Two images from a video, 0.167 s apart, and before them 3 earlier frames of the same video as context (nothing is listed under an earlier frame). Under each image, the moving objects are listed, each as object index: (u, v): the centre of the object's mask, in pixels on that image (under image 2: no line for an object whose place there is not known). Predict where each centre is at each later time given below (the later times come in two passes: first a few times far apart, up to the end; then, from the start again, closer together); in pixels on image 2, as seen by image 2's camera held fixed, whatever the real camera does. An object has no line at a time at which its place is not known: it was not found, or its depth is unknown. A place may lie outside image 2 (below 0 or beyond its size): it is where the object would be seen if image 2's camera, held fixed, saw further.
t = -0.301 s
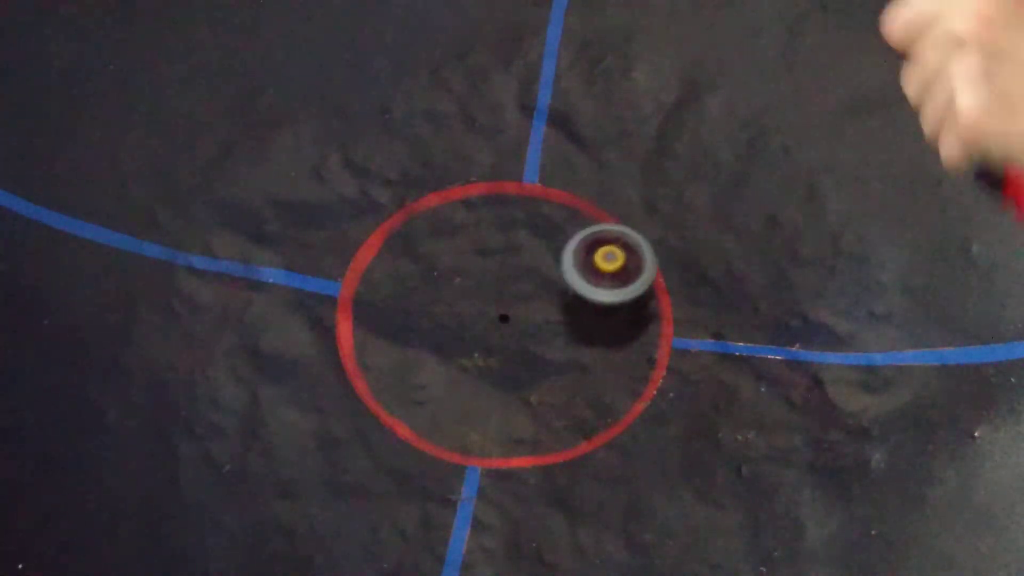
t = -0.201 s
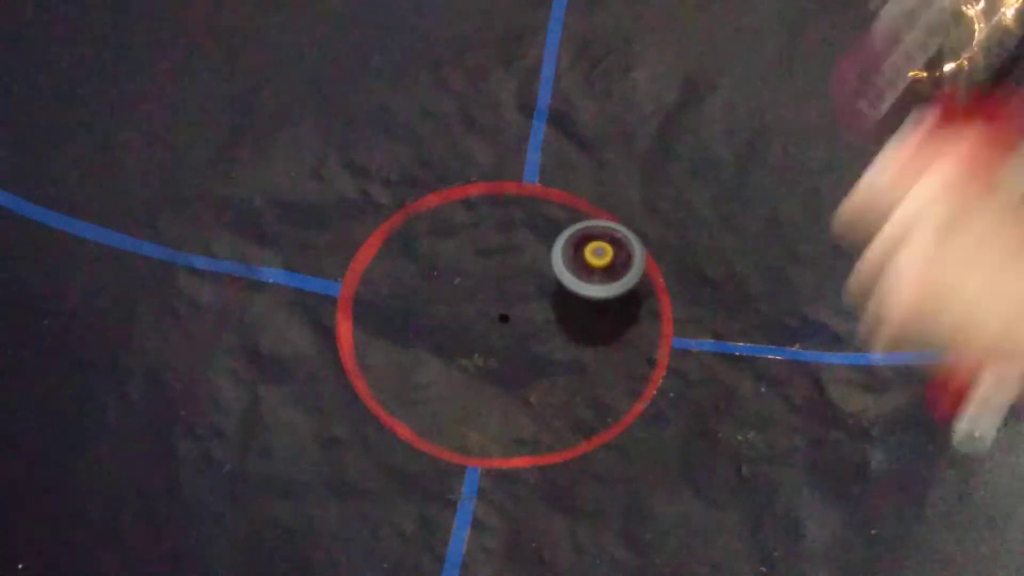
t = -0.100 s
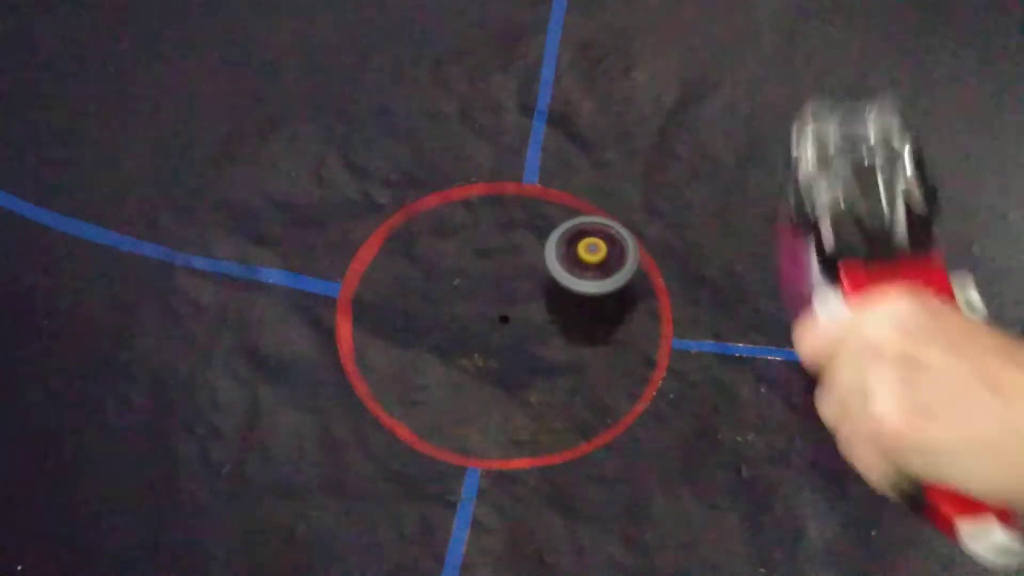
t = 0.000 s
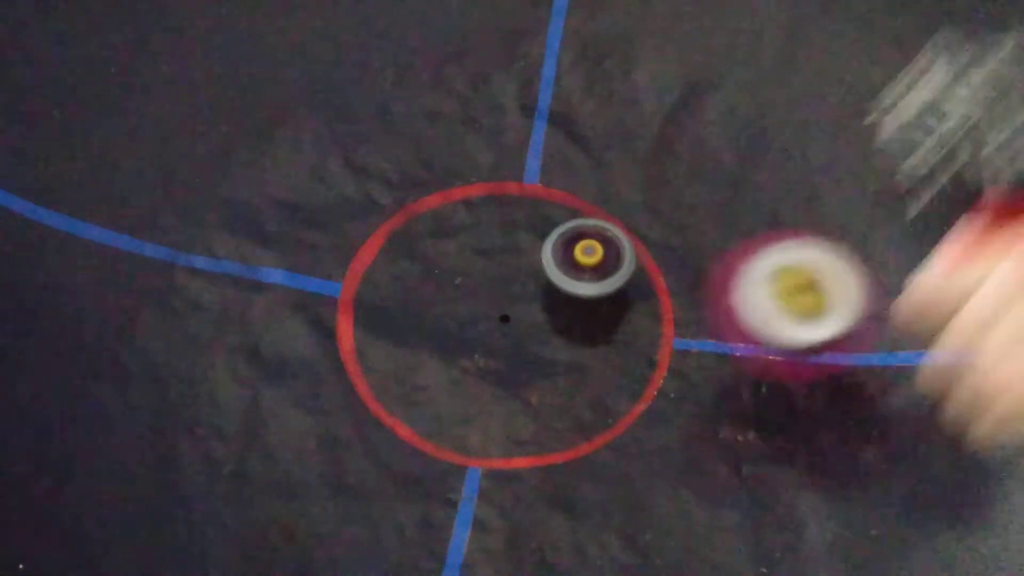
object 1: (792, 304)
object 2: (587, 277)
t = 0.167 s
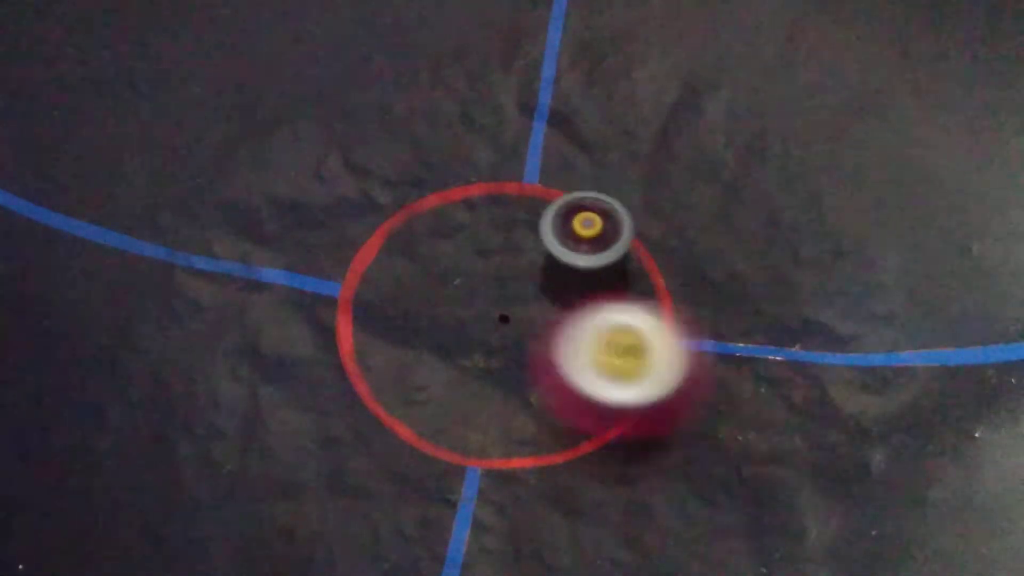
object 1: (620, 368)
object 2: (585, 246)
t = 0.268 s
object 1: (516, 357)
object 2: (570, 247)
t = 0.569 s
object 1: (397, 254)
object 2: (554, 261)
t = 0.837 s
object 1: (356, 270)
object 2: (519, 261)
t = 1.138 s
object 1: (360, 266)
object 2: (514, 297)
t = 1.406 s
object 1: (391, 275)
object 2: (528, 307)
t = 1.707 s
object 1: (333, 271)
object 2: (542, 313)
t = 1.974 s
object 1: (408, 277)
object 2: (529, 324)
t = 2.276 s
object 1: (427, 270)
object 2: (547, 322)
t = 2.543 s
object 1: (446, 262)
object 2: (555, 325)
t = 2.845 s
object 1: (465, 249)
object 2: (552, 343)
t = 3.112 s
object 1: (465, 243)
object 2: (555, 355)
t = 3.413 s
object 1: (464, 245)
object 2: (537, 345)
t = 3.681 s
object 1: (470, 259)
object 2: (540, 358)
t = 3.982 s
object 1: (480, 259)
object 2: (560, 351)
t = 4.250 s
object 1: (456, 235)
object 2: (531, 356)
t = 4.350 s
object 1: (446, 228)
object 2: (529, 360)
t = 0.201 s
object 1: (579, 362)
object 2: (580, 242)
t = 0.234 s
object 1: (552, 362)
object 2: (575, 242)
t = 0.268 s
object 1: (516, 357)
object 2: (570, 247)
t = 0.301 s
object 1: (487, 346)
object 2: (565, 250)
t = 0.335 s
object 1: (463, 334)
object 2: (560, 248)
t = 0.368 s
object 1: (444, 320)
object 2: (556, 249)
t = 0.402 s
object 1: (432, 307)
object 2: (555, 248)
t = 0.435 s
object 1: (424, 290)
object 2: (557, 247)
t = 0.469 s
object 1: (413, 275)
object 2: (556, 248)
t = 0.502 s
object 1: (405, 264)
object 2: (556, 253)
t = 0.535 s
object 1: (400, 257)
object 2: (557, 256)
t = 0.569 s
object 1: (397, 254)
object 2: (554, 261)
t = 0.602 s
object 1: (393, 254)
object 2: (550, 263)
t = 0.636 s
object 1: (389, 257)
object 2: (547, 262)
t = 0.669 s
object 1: (384, 261)
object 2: (544, 264)
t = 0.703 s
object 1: (378, 265)
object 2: (539, 263)
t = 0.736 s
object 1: (373, 267)
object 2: (533, 264)
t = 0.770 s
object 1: (368, 269)
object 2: (529, 264)
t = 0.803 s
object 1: (361, 270)
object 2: (524, 263)
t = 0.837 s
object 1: (356, 270)
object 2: (519, 261)
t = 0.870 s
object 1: (354, 272)
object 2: (510, 262)
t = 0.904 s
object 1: (355, 275)
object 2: (503, 266)
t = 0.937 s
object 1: (359, 279)
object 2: (494, 272)
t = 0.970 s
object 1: (364, 280)
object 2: (488, 281)
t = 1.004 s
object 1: (364, 277)
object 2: (493, 286)
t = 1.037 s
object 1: (363, 272)
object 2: (499, 288)
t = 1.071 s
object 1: (362, 268)
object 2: (503, 289)
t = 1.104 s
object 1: (361, 266)
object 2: (509, 291)
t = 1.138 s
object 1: (360, 266)
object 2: (514, 297)
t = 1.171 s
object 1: (362, 268)
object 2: (516, 300)
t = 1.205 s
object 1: (366, 273)
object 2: (514, 299)
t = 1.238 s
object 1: (370, 278)
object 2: (513, 299)
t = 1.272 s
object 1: (375, 282)
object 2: (512, 297)
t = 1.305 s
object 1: (381, 283)
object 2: (514, 298)
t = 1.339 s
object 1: (388, 284)
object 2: (515, 299)
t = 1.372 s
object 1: (392, 280)
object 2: (522, 304)
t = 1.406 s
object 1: (391, 275)
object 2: (528, 307)
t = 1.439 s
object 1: (387, 270)
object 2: (530, 312)
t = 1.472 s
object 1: (381, 267)
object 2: (531, 315)
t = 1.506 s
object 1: (372, 264)
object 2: (531, 318)
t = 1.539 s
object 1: (363, 260)
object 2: (532, 317)
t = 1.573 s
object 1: (355, 259)
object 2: (537, 315)
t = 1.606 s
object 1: (345, 261)
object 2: (541, 315)
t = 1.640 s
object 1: (335, 264)
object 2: (545, 315)
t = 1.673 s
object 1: (331, 267)
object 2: (547, 314)
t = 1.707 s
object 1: (333, 271)
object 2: (542, 313)
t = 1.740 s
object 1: (338, 276)
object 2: (537, 312)
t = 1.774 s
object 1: (347, 279)
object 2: (535, 311)
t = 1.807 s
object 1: (360, 282)
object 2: (532, 311)
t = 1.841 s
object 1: (374, 282)
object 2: (529, 312)
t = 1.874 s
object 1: (388, 279)
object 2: (526, 316)
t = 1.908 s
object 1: (398, 277)
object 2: (526, 320)
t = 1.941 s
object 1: (405, 277)
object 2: (528, 323)
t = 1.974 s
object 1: (408, 277)
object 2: (529, 324)
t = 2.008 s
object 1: (410, 277)
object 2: (532, 326)
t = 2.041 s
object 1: (412, 276)
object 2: (533, 326)
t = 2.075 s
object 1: (415, 276)
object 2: (535, 326)
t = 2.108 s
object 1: (417, 276)
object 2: (538, 325)
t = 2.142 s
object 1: (419, 276)
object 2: (543, 325)
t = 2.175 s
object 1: (422, 275)
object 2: (546, 324)
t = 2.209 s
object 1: (425, 275)
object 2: (545, 323)
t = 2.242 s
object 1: (426, 273)
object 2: (545, 321)
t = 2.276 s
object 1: (427, 270)
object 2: (547, 322)
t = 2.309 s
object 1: (430, 268)
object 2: (548, 321)
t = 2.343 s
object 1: (433, 267)
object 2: (550, 321)
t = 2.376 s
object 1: (435, 266)
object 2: (551, 322)
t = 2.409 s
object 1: (437, 266)
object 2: (551, 321)
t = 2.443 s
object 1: (438, 265)
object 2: (552, 321)
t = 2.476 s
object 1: (440, 265)
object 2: (552, 323)
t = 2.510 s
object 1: (444, 263)
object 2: (554, 326)
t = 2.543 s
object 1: (446, 262)
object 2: (555, 325)
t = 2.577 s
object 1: (448, 259)
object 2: (554, 327)
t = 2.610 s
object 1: (451, 257)
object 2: (557, 331)
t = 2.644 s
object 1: (453, 256)
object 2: (556, 333)
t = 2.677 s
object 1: (455, 254)
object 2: (556, 334)
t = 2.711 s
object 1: (457, 253)
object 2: (553, 334)
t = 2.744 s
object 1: (460, 252)
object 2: (552, 336)
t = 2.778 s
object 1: (462, 251)
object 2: (554, 340)
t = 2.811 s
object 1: (464, 250)
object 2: (553, 342)
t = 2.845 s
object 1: (465, 249)
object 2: (552, 343)
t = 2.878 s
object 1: (466, 247)
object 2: (554, 344)
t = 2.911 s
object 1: (466, 246)
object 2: (555, 347)
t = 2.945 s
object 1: (466, 245)
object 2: (550, 351)
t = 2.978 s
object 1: (466, 244)
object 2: (546, 354)
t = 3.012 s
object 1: (466, 243)
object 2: (547, 356)
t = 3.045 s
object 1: (466, 243)
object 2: (550, 359)
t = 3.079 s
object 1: (466, 243)
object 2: (552, 357)
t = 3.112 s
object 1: (465, 243)
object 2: (555, 355)
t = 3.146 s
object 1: (466, 243)
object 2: (560, 351)
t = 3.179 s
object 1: (465, 242)
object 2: (561, 349)
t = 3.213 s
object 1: (465, 242)
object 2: (559, 347)
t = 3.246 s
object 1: (465, 243)
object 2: (557, 347)
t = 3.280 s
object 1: (465, 242)
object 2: (553, 345)
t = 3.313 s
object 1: (465, 243)
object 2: (549, 342)
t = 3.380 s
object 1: (464, 244)
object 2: (542, 342)
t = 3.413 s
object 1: (464, 245)
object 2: (537, 345)
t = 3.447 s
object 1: (463, 246)
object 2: (535, 346)
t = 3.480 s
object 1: (463, 247)
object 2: (531, 350)
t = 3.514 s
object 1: (463, 248)
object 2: (531, 351)
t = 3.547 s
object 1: (463, 249)
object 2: (532, 351)
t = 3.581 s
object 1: (464, 251)
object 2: (535, 353)
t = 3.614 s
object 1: (467, 255)
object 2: (538, 355)
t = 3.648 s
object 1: (469, 257)
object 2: (538, 357)
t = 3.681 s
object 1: (470, 259)
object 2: (540, 358)
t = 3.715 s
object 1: (472, 261)
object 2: (541, 360)
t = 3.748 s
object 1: (472, 262)
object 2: (545, 359)
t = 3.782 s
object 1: (473, 262)
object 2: (554, 359)
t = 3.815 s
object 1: (474, 262)
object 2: (559, 362)
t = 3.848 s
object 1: (476, 262)
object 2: (561, 362)
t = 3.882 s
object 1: (478, 262)
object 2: (561, 360)
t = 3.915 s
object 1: (479, 262)
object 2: (561, 358)
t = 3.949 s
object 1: (480, 261)
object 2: (559, 355)
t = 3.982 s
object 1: (480, 259)
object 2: (560, 351)
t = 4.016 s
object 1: (481, 255)
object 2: (558, 349)
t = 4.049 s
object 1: (479, 251)
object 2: (554, 347)
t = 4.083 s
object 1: (477, 247)
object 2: (546, 346)
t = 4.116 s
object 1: (472, 244)
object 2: (535, 346)
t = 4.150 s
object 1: (468, 241)
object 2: (527, 350)
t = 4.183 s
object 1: (463, 239)
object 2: (526, 352)
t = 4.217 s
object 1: (460, 236)
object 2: (529, 355)
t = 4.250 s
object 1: (456, 235)
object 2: (531, 356)
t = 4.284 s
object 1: (453, 233)
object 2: (531, 357)
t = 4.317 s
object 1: (450, 230)
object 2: (530, 359)
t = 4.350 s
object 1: (446, 228)
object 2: (529, 360)
